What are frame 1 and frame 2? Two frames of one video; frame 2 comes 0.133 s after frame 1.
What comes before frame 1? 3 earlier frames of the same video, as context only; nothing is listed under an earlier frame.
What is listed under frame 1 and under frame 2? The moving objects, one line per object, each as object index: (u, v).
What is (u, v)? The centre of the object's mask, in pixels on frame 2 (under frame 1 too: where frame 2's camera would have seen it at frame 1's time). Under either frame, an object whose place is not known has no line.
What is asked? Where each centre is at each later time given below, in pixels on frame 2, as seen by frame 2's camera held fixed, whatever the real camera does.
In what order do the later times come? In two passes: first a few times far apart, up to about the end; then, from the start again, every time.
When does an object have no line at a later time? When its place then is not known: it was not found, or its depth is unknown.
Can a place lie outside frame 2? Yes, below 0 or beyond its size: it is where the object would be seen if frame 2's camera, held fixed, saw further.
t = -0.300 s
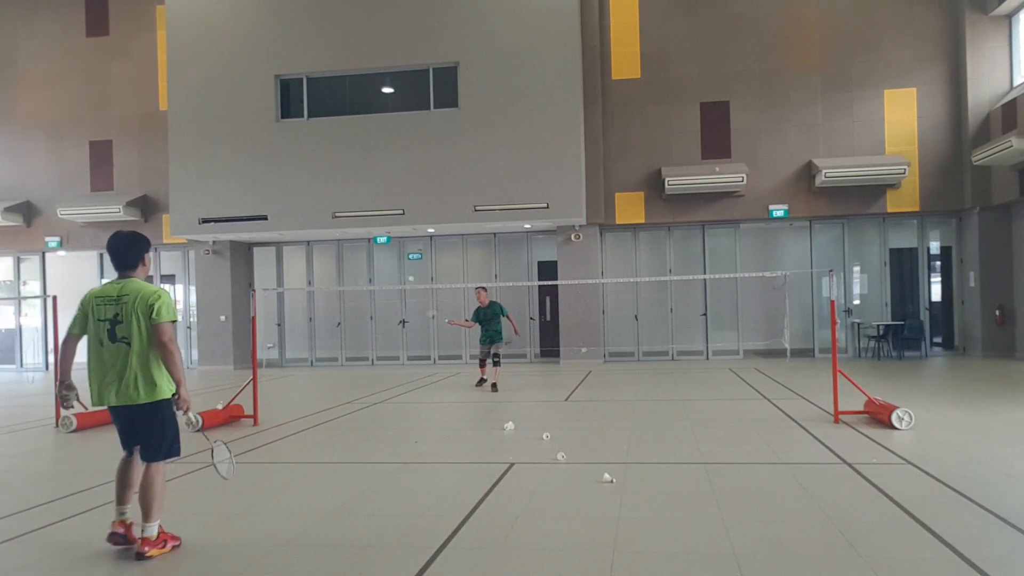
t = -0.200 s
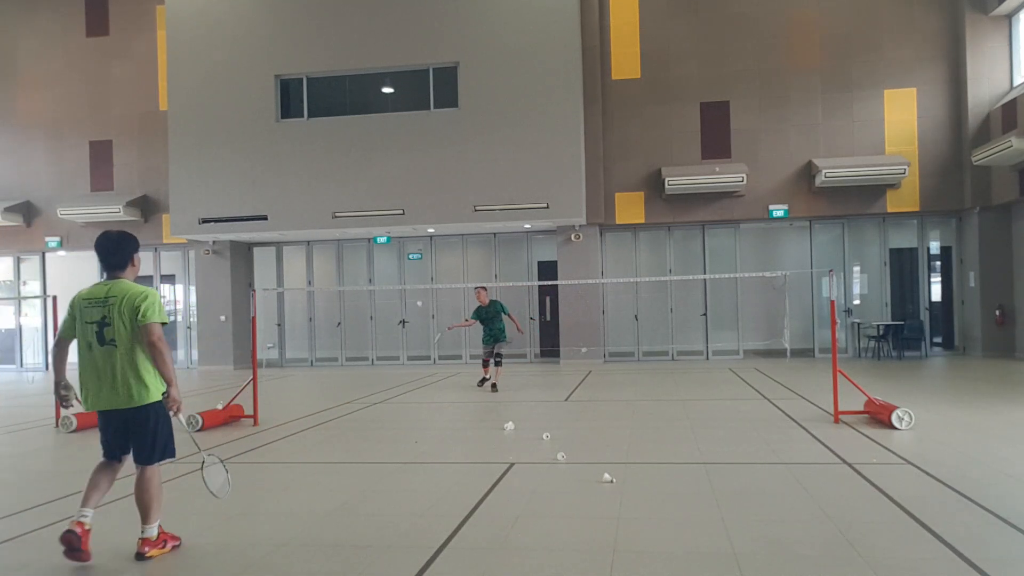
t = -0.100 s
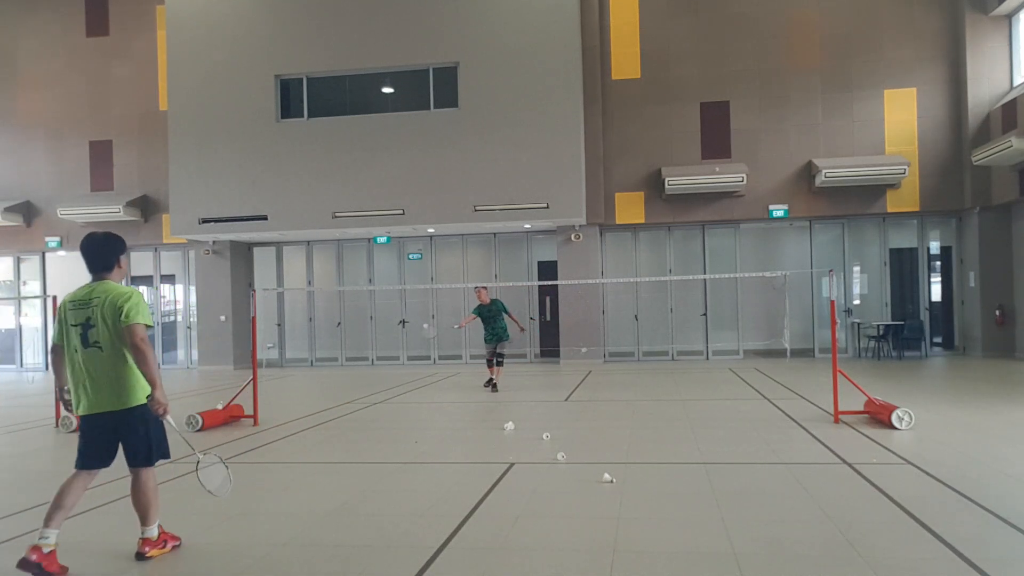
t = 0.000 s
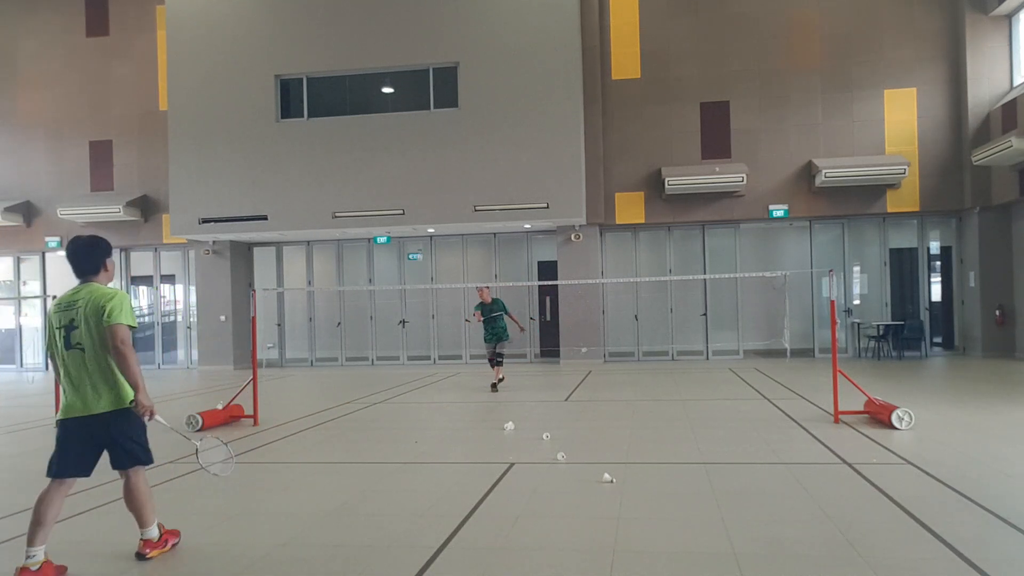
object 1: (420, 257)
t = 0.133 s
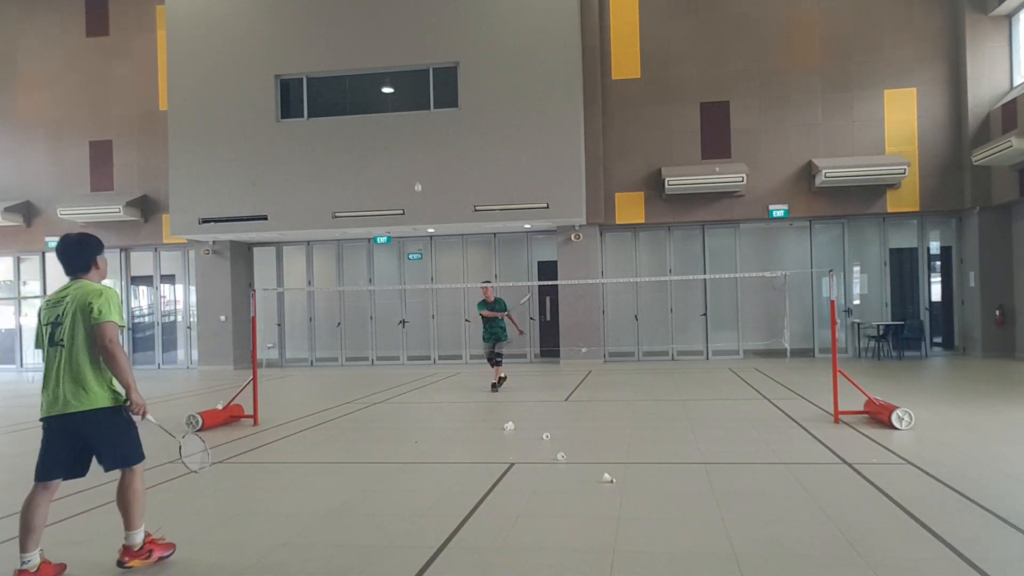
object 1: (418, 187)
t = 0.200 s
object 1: (416, 158)
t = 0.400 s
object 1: (414, 93)
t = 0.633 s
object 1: (410, 68)
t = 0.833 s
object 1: (409, 106)
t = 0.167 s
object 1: (417, 172)
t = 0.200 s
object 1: (416, 158)
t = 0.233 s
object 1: (416, 144)
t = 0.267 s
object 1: (415, 132)
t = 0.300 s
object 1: (415, 121)
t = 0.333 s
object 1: (414, 110)
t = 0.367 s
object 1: (414, 101)
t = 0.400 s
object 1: (414, 93)
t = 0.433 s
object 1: (413, 86)
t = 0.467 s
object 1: (412, 80)
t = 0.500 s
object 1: (412, 75)
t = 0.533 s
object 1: (411, 71)
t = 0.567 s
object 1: (411, 69)
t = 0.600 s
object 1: (411, 68)
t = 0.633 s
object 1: (410, 68)
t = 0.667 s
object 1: (410, 70)
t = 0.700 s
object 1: (410, 72)
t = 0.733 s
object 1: (409, 78)
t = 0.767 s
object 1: (409, 86)
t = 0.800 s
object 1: (409, 95)
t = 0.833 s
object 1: (409, 106)
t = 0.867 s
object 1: (409, 119)
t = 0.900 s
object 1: (409, 135)
